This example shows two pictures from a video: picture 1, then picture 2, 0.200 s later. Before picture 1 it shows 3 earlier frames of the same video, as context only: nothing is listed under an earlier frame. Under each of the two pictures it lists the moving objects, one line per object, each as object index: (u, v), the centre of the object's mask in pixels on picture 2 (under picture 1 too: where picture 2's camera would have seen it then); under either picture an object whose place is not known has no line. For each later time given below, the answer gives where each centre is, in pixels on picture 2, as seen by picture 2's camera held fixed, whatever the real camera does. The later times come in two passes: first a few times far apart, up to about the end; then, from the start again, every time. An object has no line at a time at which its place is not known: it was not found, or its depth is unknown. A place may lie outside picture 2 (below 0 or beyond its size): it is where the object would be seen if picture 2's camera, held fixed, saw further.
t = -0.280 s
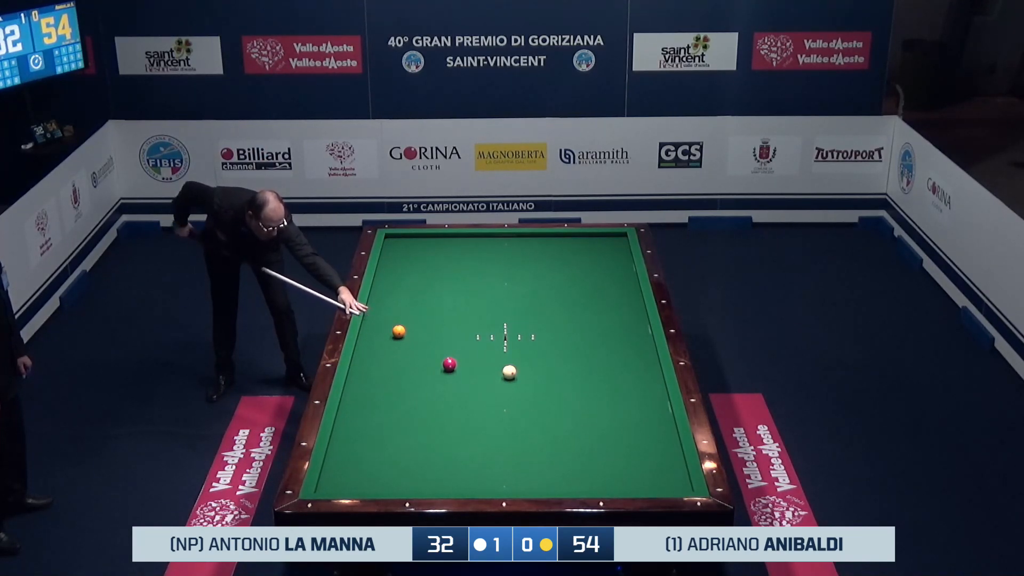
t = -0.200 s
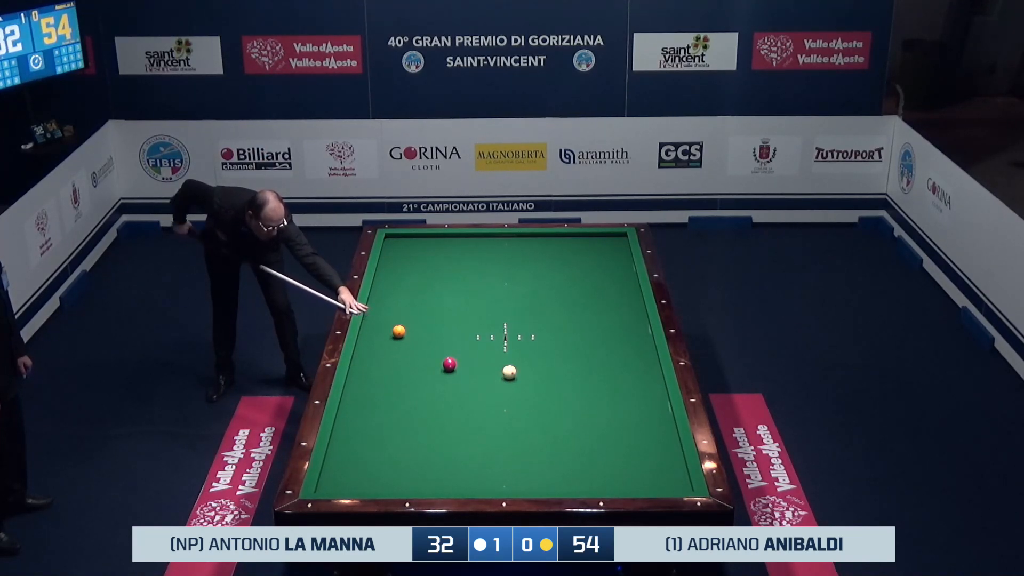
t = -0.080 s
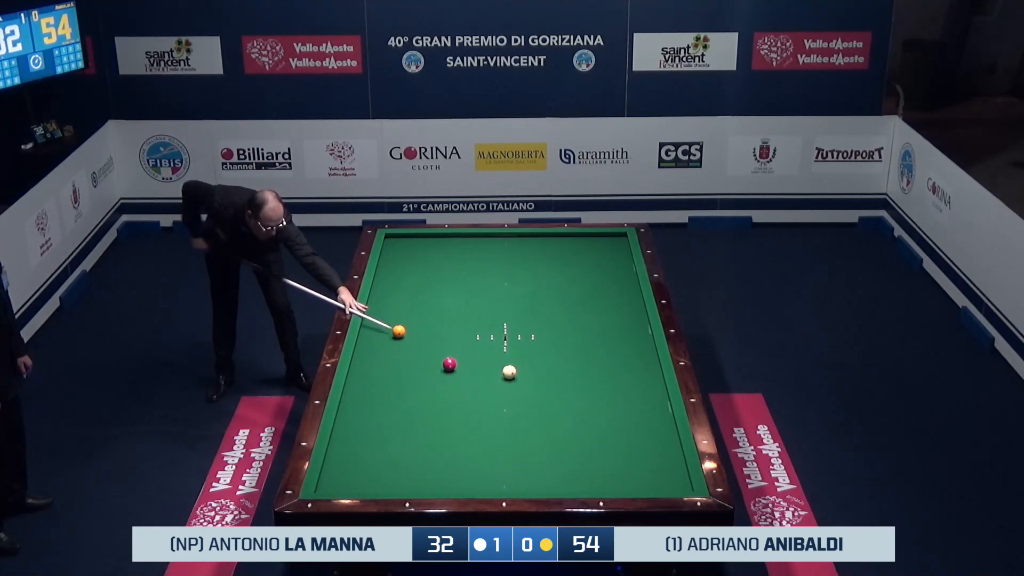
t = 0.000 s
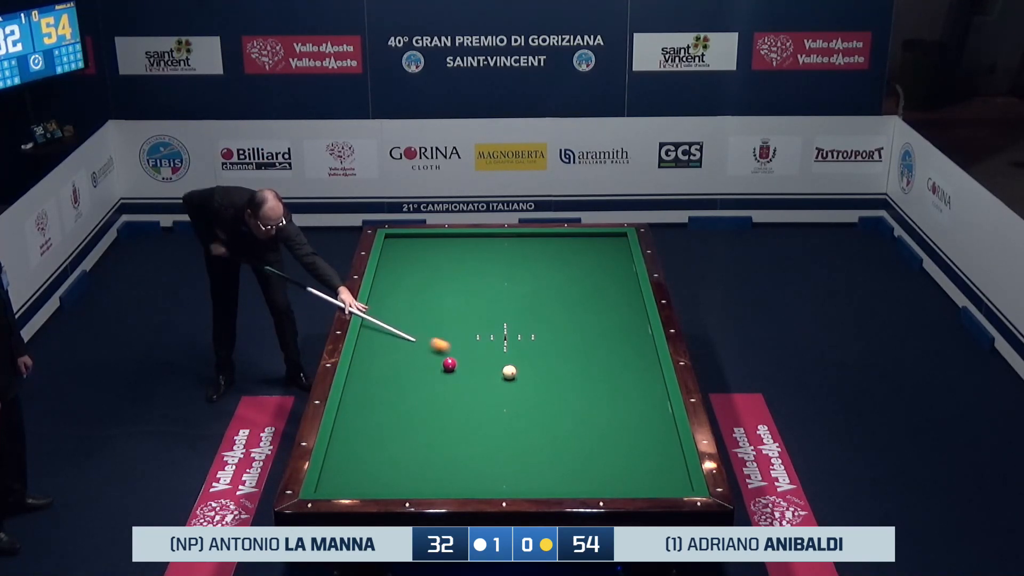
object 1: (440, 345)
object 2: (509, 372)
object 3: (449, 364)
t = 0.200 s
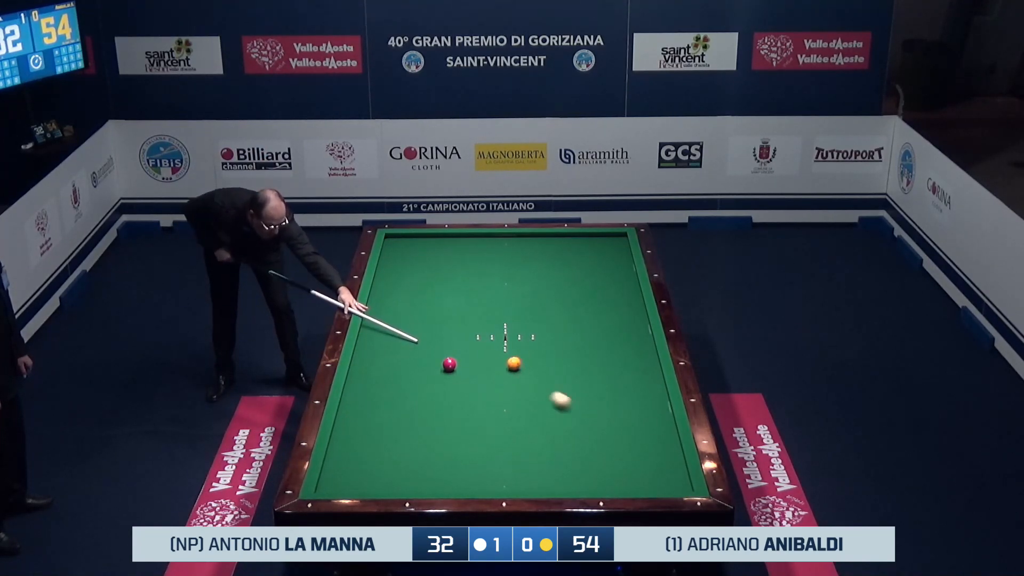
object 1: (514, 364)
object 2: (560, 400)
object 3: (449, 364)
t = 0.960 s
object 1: (571, 336)
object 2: (509, 428)
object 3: (449, 364)
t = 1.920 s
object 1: (632, 307)
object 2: (401, 336)
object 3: (449, 364)
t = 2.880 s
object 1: (609, 278)
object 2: (511, 266)
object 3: (449, 364)
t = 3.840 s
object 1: (581, 255)
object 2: (606, 248)
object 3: (449, 364)
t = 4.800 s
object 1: (559, 236)
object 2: (583, 280)
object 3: (449, 364)
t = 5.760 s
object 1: (532, 244)
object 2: (527, 315)
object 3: (449, 364)
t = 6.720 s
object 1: (509, 252)
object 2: (469, 350)
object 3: (449, 364)
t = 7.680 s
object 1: (491, 259)
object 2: (433, 363)
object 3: (432, 384)
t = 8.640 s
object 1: (477, 264)
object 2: (410, 366)
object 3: (412, 408)
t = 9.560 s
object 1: (468, 267)
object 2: (396, 368)
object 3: (395, 428)
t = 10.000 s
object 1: (465, 267)
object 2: (392, 369)
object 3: (388, 437)
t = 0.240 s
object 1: (518, 362)
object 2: (581, 412)
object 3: (449, 364)
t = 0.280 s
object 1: (521, 361)
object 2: (602, 424)
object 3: (449, 364)
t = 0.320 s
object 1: (524, 359)
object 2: (624, 436)
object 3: (449, 364)
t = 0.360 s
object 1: (528, 358)
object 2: (646, 447)
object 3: (449, 364)
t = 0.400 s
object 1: (531, 356)
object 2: (667, 459)
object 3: (449, 364)
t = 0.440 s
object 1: (534, 355)
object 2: (676, 471)
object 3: (449, 364)
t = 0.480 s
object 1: (537, 353)
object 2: (662, 481)
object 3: (449, 364)
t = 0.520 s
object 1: (540, 352)
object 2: (648, 486)
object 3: (449, 364)
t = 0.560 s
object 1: (543, 350)
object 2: (631, 482)
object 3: (449, 364)
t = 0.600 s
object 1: (546, 349)
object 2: (615, 476)
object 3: (449, 364)
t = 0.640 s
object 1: (549, 347)
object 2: (601, 469)
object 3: (449, 364)
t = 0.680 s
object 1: (552, 346)
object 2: (587, 463)
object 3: (449, 364)
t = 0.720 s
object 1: (555, 344)
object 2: (574, 457)
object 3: (449, 364)
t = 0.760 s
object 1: (558, 343)
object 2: (562, 452)
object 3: (449, 364)
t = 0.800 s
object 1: (561, 341)
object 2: (551, 447)
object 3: (449, 364)
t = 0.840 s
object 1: (563, 340)
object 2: (540, 442)
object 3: (449, 364)
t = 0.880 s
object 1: (566, 339)
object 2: (529, 437)
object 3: (449, 364)
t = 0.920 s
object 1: (569, 337)
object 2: (519, 433)
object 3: (449, 364)
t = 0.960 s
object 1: (571, 336)
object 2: (509, 428)
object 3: (449, 364)
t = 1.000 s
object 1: (574, 335)
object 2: (499, 424)
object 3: (449, 364)
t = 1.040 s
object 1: (577, 333)
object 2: (489, 419)
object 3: (449, 364)
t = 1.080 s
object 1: (580, 332)
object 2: (480, 415)
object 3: (449, 364)
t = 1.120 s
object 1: (582, 331)
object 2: (470, 411)
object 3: (449, 364)
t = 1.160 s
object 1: (585, 329)
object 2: (461, 407)
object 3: (449, 364)
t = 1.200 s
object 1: (588, 328)
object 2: (451, 403)
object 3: (449, 364)
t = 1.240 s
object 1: (590, 327)
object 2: (442, 399)
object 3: (449, 364)
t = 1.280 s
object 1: (593, 326)
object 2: (434, 395)
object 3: (449, 364)
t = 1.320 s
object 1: (596, 324)
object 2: (425, 391)
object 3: (449, 364)
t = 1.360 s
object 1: (598, 323)
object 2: (416, 387)
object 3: (449, 364)
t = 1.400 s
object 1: (601, 322)
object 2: (407, 383)
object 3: (449, 364)
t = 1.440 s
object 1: (603, 321)
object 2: (399, 379)
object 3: (449, 364)
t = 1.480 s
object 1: (606, 320)
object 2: (391, 376)
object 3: (449, 364)
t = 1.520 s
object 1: (608, 318)
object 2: (382, 372)
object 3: (449, 364)
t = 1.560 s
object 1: (611, 317)
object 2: (374, 368)
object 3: (449, 364)
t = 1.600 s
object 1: (613, 316)
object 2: (366, 365)
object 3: (449, 364)
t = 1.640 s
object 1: (615, 315)
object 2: (358, 361)
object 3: (449, 364)
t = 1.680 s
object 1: (618, 314)
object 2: (362, 358)
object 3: (449, 364)
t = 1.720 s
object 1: (620, 312)
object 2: (370, 354)
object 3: (449, 364)
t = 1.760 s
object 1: (622, 311)
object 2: (377, 350)
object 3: (449, 364)
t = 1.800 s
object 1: (625, 310)
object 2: (384, 347)
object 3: (449, 364)
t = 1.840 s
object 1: (627, 309)
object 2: (390, 343)
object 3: (449, 364)
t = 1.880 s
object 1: (629, 308)
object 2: (395, 340)
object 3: (449, 364)
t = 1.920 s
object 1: (632, 307)
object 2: (401, 336)
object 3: (449, 364)
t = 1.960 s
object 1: (634, 306)
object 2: (406, 333)
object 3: (449, 364)
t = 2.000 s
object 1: (636, 305)
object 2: (411, 329)
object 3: (449, 364)
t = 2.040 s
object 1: (638, 304)
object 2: (416, 326)
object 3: (449, 364)
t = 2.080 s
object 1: (638, 302)
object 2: (422, 323)
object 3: (449, 364)
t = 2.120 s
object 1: (636, 301)
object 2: (427, 320)
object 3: (449, 364)
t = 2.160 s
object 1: (634, 300)
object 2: (431, 317)
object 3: (449, 364)
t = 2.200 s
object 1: (633, 298)
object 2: (437, 313)
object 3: (449, 364)
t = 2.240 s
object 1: (631, 297)
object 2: (441, 310)
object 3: (449, 364)
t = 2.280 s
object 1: (630, 296)
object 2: (446, 307)
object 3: (449, 364)
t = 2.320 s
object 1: (628, 295)
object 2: (451, 304)
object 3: (449, 364)
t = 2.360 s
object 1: (627, 293)
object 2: (456, 301)
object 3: (449, 364)
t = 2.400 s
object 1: (626, 292)
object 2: (460, 298)
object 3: (449, 364)
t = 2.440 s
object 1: (624, 291)
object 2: (465, 295)
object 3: (449, 364)
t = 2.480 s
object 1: (623, 290)
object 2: (469, 293)
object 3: (449, 364)
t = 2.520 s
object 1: (621, 289)
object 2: (474, 290)
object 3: (449, 364)
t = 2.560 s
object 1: (620, 287)
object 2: (478, 287)
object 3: (449, 364)
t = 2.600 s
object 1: (619, 286)
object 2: (482, 284)
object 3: (449, 364)
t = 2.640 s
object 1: (617, 285)
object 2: (487, 282)
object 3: (449, 364)
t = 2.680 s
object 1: (616, 284)
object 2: (491, 279)
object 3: (449, 364)
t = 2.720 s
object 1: (614, 283)
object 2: (495, 276)
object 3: (449, 364)
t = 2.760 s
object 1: (613, 282)
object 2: (499, 274)
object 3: (449, 364)
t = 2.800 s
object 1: (612, 281)
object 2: (503, 271)
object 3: (449, 364)
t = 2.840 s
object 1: (611, 279)
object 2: (507, 269)
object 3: (449, 364)
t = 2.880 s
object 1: (609, 278)
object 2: (511, 266)
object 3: (449, 364)
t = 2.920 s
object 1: (608, 277)
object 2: (515, 264)
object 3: (449, 364)
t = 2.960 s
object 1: (607, 276)
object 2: (519, 261)
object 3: (449, 364)
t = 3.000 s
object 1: (605, 275)
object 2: (523, 259)
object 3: (449, 364)
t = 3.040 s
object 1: (604, 274)
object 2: (526, 256)
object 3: (449, 364)
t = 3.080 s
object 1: (603, 273)
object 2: (530, 254)
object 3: (449, 364)
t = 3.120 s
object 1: (602, 272)
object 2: (534, 252)
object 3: (449, 364)
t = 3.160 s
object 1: (600, 271)
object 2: (537, 249)
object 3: (449, 364)
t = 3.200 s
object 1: (599, 270)
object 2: (541, 247)
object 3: (449, 364)
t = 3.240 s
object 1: (598, 269)
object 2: (544, 245)
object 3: (449, 364)
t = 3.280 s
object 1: (597, 268)
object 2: (548, 242)
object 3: (449, 364)
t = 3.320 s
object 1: (596, 267)
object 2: (552, 240)
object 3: (449, 364)
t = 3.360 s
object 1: (594, 266)
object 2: (555, 238)
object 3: (449, 364)
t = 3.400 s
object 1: (593, 265)
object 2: (558, 236)
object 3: (449, 364)
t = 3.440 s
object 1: (592, 264)
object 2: (562, 235)
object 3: (449, 364)
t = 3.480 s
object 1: (591, 263)
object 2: (566, 237)
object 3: (449, 364)
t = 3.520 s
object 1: (590, 262)
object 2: (571, 238)
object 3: (449, 364)
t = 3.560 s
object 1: (589, 261)
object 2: (575, 240)
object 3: (449, 364)
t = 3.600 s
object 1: (588, 260)
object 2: (580, 241)
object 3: (449, 364)
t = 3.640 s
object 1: (587, 259)
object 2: (584, 242)
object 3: (449, 364)
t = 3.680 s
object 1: (586, 258)
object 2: (588, 243)
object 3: (449, 364)
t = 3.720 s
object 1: (584, 258)
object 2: (593, 244)
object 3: (449, 364)
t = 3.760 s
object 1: (583, 257)
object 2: (597, 246)
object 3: (449, 364)
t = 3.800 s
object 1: (582, 256)
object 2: (601, 247)
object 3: (449, 364)
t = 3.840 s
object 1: (581, 255)
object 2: (606, 248)
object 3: (449, 364)
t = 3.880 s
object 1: (580, 254)
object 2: (610, 249)
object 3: (449, 364)
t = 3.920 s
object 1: (579, 253)
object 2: (615, 251)
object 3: (449, 364)
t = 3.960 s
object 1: (578, 252)
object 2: (619, 252)
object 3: (449, 364)
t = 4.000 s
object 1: (577, 251)
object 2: (624, 253)
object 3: (449, 364)
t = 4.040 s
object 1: (576, 251)
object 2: (626, 255)
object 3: (449, 364)
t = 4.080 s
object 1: (575, 250)
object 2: (623, 256)
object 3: (449, 364)
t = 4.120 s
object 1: (574, 249)
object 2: (621, 257)
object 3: (449, 364)
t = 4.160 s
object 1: (573, 248)
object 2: (619, 259)
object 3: (449, 364)
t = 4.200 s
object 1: (572, 247)
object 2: (617, 260)
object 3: (449, 364)
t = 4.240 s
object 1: (571, 246)
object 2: (614, 261)
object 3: (449, 364)
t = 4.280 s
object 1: (570, 246)
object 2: (612, 263)
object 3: (449, 364)
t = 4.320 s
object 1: (569, 245)
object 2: (610, 264)
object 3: (449, 364)
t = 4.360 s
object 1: (568, 244)
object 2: (608, 265)
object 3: (449, 364)
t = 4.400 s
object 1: (567, 243)
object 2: (606, 267)
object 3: (449, 364)
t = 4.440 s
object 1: (567, 242)
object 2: (603, 268)
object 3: (449, 364)
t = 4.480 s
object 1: (566, 242)
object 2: (601, 270)
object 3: (449, 364)
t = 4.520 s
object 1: (565, 241)
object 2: (599, 271)
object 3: (449, 364)
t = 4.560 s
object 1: (564, 240)
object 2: (597, 272)
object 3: (449, 364)
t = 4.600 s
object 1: (563, 239)
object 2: (595, 274)
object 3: (449, 364)
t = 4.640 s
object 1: (562, 238)
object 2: (592, 275)
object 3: (449, 364)
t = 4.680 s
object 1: (561, 238)
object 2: (590, 276)
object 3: (449, 364)
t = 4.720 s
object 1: (560, 237)
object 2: (588, 278)
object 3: (449, 364)
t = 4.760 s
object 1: (559, 236)
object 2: (586, 279)
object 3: (449, 364)
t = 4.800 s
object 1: (559, 236)
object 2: (583, 280)
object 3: (449, 364)
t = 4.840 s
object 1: (558, 235)
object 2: (581, 282)
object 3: (449, 364)
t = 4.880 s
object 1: (556, 235)
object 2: (579, 283)
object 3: (449, 364)
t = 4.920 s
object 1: (555, 236)
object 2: (576, 285)
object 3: (449, 364)
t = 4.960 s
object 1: (554, 236)
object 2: (574, 286)
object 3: (449, 364)
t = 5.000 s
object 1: (553, 236)
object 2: (572, 288)
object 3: (449, 364)
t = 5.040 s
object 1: (552, 237)
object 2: (570, 289)
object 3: (449, 364)
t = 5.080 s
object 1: (551, 237)
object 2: (567, 290)
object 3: (450, 364)
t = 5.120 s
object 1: (549, 238)
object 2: (565, 292)
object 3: (449, 364)
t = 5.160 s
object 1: (548, 238)
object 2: (563, 293)
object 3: (449, 364)
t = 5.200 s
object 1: (547, 238)
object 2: (560, 295)
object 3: (449, 364)
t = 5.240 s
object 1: (546, 239)
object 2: (558, 296)
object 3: (449, 364)
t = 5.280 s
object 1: (545, 239)
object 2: (556, 298)
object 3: (449, 364)
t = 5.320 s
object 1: (544, 240)
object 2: (554, 299)
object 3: (449, 364)
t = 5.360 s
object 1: (543, 240)
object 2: (551, 300)
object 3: (449, 364)
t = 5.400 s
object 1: (542, 240)
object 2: (549, 302)
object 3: (449, 364)
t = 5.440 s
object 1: (540, 241)
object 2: (547, 303)
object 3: (449, 364)
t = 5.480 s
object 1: (540, 241)
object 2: (544, 305)
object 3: (449, 364)
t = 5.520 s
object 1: (538, 242)
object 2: (542, 306)
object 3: (449, 364)
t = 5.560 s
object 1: (537, 242)
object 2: (539, 308)
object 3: (449, 364)
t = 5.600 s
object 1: (536, 242)
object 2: (537, 309)
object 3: (449, 364)
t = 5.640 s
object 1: (535, 243)
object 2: (535, 311)
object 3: (450, 364)
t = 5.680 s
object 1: (534, 243)
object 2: (532, 312)
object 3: (449, 364)
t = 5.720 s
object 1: (533, 243)
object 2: (530, 313)
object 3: (449, 364)
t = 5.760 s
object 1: (532, 244)
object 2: (527, 315)
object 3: (449, 364)
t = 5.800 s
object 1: (531, 244)
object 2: (525, 316)
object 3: (449, 364)
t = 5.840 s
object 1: (530, 245)
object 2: (523, 318)
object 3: (449, 364)
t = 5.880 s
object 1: (529, 245)
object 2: (520, 319)
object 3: (449, 364)
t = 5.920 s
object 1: (528, 245)
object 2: (518, 321)
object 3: (449, 364)
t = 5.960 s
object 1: (527, 246)
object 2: (515, 322)
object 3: (449, 364)
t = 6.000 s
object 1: (526, 246)
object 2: (513, 324)
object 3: (449, 364)
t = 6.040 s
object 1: (525, 246)
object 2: (511, 325)
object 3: (449, 364)
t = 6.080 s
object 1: (524, 247)
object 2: (508, 327)
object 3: (449, 364)
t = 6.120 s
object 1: (523, 247)
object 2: (506, 328)
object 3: (449, 364)
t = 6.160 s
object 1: (522, 247)
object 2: (503, 330)
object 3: (449, 364)
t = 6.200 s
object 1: (521, 247)
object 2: (501, 331)
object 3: (449, 364)
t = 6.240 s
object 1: (520, 248)
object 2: (498, 332)
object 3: (449, 364)
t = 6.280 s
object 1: (519, 248)
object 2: (496, 334)
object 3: (449, 364)
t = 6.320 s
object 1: (518, 249)
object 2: (494, 336)
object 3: (449, 364)
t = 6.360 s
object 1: (517, 249)
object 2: (491, 337)
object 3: (449, 364)
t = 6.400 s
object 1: (516, 249)
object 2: (489, 338)
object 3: (449, 364)
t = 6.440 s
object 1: (515, 250)
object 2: (487, 340)
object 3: (449, 364)
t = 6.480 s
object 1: (515, 250)
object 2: (484, 341)
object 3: (449, 364)
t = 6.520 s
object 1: (514, 250)
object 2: (481, 343)
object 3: (449, 364)
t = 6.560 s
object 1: (513, 251)
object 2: (479, 344)
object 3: (449, 364)
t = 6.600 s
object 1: (512, 251)
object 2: (477, 346)
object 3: (449, 364)
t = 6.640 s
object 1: (511, 251)
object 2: (474, 348)
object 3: (449, 364)
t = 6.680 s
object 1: (510, 251)
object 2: (472, 349)
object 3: (449, 364)
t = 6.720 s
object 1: (509, 252)
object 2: (469, 350)
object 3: (449, 364)
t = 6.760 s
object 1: (508, 252)
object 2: (467, 352)
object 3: (449, 364)
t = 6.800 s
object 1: (507, 252)
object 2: (464, 353)
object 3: (449, 364)
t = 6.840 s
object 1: (506, 253)
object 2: (462, 355)
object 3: (449, 364)
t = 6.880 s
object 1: (506, 253)
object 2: (460, 356)
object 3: (449, 364)
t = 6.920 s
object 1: (505, 253)
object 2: (457, 357)
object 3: (449, 365)
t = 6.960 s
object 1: (504, 254)
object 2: (456, 358)
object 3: (449, 365)
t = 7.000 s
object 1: (503, 254)
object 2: (454, 358)
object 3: (448, 366)
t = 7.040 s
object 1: (502, 254)
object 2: (453, 358)
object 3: (447, 367)
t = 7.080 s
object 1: (502, 255)
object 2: (451, 359)
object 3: (446, 369)
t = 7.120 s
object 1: (501, 255)
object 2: (450, 359)
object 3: (445, 370)
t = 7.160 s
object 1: (500, 255)
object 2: (449, 359)
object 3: (444, 370)
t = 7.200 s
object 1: (499, 255)
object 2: (447, 359)
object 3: (443, 371)
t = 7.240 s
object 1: (499, 256)
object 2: (446, 359)
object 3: (442, 372)
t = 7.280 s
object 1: (498, 256)
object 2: (444, 360)
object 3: (441, 374)
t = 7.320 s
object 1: (497, 256)
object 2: (443, 361)
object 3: (441, 375)
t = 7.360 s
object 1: (496, 257)
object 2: (442, 361)
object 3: (440, 376)
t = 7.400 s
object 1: (496, 257)
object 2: (441, 361)
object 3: (439, 377)
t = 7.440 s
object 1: (495, 257)
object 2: (440, 361)
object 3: (438, 378)
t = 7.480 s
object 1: (494, 257)
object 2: (439, 362)
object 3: (437, 379)
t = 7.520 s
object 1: (493, 258)
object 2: (437, 362)
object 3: (436, 380)
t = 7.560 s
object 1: (493, 258)
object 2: (436, 362)
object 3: (435, 381)
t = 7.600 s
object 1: (492, 258)
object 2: (435, 362)
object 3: (434, 383)
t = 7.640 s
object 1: (492, 258)
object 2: (434, 362)
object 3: (433, 383)
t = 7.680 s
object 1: (491, 259)
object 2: (433, 363)
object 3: (432, 384)
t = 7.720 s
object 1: (490, 259)
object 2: (432, 363)
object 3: (431, 385)
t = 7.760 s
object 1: (489, 259)
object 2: (430, 363)
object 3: (430, 386)
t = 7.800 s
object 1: (489, 259)
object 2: (429, 363)
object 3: (430, 388)
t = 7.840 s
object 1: (488, 259)
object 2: (428, 363)
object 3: (429, 388)
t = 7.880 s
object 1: (488, 260)
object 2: (427, 363)
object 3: (428, 390)
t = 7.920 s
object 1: (487, 260)
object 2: (426, 363)
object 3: (427, 391)
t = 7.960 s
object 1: (486, 260)
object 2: (425, 364)
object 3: (426, 391)
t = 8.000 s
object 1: (486, 260)
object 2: (424, 364)
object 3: (425, 393)
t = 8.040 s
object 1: (485, 261)
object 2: (423, 364)
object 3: (424, 394)
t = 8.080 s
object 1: (485, 261)
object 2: (422, 364)
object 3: (423, 394)
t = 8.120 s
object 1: (484, 261)
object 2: (421, 364)
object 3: (423, 395)
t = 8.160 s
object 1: (483, 261)
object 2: (420, 365)
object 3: (422, 397)
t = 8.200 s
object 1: (483, 262)
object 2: (419, 365)
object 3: (421, 398)
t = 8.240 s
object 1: (482, 262)
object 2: (418, 365)
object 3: (420, 398)
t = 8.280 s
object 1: (482, 262)
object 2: (418, 365)
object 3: (419, 400)
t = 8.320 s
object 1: (481, 262)
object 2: (417, 365)
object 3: (419, 400)
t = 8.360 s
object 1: (481, 262)
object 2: (416, 365)
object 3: (418, 401)
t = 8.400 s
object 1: (480, 263)
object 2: (415, 365)
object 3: (417, 402)
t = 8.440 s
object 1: (480, 263)
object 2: (414, 366)
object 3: (416, 403)
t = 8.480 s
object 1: (479, 263)
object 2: (413, 366)
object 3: (415, 404)
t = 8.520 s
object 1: (479, 263)
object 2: (412, 366)
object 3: (414, 405)
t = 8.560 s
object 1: (478, 263)
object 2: (412, 366)
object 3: (414, 406)
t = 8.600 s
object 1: (478, 264)
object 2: (411, 366)
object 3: (413, 407)
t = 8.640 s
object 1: (477, 264)
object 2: (410, 366)
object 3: (412, 408)
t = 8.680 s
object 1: (476, 264)
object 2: (409, 366)
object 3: (411, 409)
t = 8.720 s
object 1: (476, 264)
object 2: (409, 366)
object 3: (410, 410)
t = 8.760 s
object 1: (476, 264)
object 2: (408, 366)
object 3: (410, 411)
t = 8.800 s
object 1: (475, 264)
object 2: (407, 367)
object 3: (409, 412)
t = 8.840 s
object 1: (475, 264)
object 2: (406, 367)
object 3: (408, 413)
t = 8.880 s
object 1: (474, 265)
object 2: (405, 367)
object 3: (407, 414)
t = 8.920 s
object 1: (474, 265)
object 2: (405, 367)
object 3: (406, 415)
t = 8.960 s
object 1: (473, 265)
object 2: (404, 367)
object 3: (406, 415)
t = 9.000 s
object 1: (473, 265)
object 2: (403, 367)
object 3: (405, 416)
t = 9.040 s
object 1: (473, 265)
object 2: (403, 367)
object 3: (404, 417)
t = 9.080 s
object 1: (472, 265)
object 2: (402, 367)
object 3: (403, 418)
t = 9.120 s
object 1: (472, 265)
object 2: (402, 367)
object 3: (403, 419)
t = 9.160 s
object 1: (472, 266)
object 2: (401, 367)
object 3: (402, 420)
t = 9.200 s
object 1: (471, 266)
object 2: (400, 367)
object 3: (401, 421)
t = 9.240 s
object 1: (471, 266)
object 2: (400, 368)
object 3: (400, 422)
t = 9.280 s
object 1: (470, 266)
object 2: (399, 368)
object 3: (400, 423)
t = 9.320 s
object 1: (470, 266)
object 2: (399, 368)
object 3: (399, 423)
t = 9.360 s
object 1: (470, 266)
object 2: (398, 368)
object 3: (399, 424)
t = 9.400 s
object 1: (469, 266)
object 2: (398, 368)
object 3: (398, 425)
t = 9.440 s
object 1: (469, 266)
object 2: (397, 368)
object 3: (397, 426)
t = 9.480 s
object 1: (469, 267)
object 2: (397, 368)
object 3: (396, 427)
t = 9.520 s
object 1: (468, 267)
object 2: (397, 368)
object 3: (396, 428)
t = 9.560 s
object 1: (468, 267)
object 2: (396, 368)
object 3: (395, 428)
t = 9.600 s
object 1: (468, 267)
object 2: (396, 368)
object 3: (394, 429)
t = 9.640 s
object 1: (468, 267)
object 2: (395, 368)
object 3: (394, 430)
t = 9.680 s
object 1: (467, 267)
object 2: (395, 368)
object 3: (393, 431)
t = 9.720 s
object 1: (467, 267)
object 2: (394, 368)
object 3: (392, 432)
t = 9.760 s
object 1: (467, 267)
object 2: (394, 369)
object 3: (392, 432)
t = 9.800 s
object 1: (467, 267)
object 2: (394, 369)
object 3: (391, 433)
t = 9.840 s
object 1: (466, 267)
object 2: (393, 369)
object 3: (391, 434)
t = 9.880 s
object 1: (466, 267)
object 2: (393, 369)
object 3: (390, 435)
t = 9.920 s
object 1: (466, 267)
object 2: (393, 369)
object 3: (389, 436)
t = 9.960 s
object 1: (466, 267)
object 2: (392, 369)
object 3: (389, 436)
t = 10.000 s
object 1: (465, 267)
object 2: (392, 369)
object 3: (388, 437)
